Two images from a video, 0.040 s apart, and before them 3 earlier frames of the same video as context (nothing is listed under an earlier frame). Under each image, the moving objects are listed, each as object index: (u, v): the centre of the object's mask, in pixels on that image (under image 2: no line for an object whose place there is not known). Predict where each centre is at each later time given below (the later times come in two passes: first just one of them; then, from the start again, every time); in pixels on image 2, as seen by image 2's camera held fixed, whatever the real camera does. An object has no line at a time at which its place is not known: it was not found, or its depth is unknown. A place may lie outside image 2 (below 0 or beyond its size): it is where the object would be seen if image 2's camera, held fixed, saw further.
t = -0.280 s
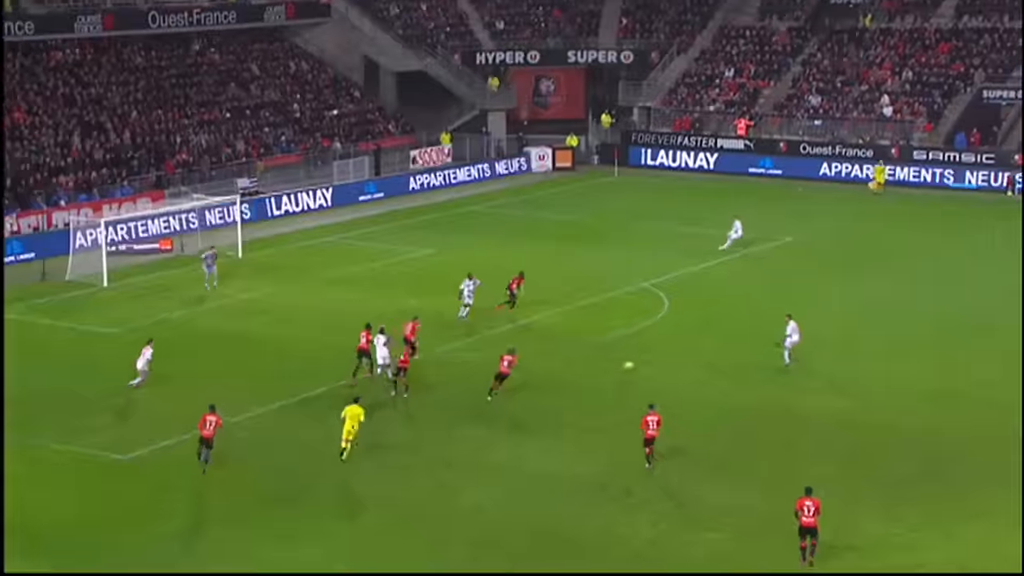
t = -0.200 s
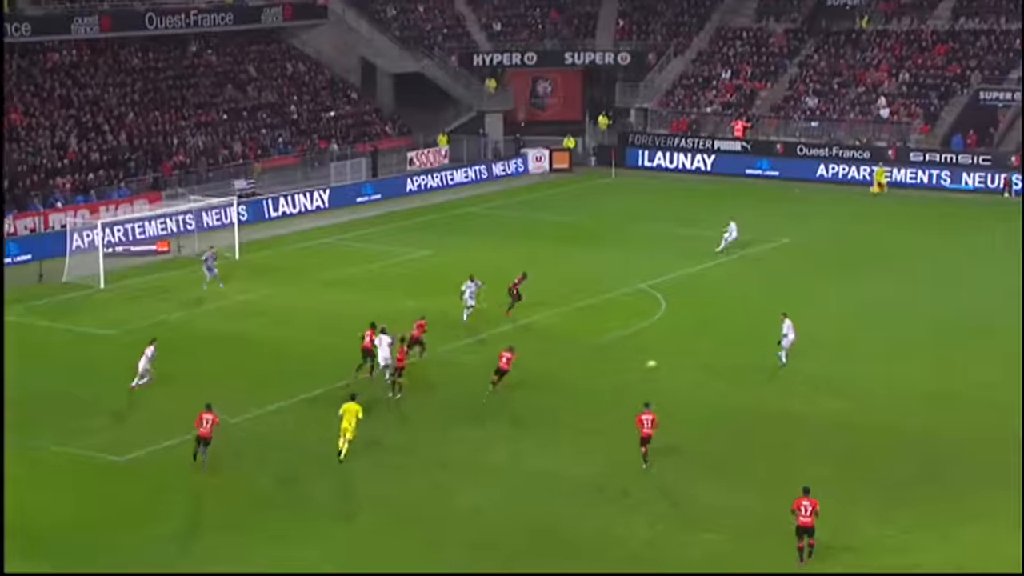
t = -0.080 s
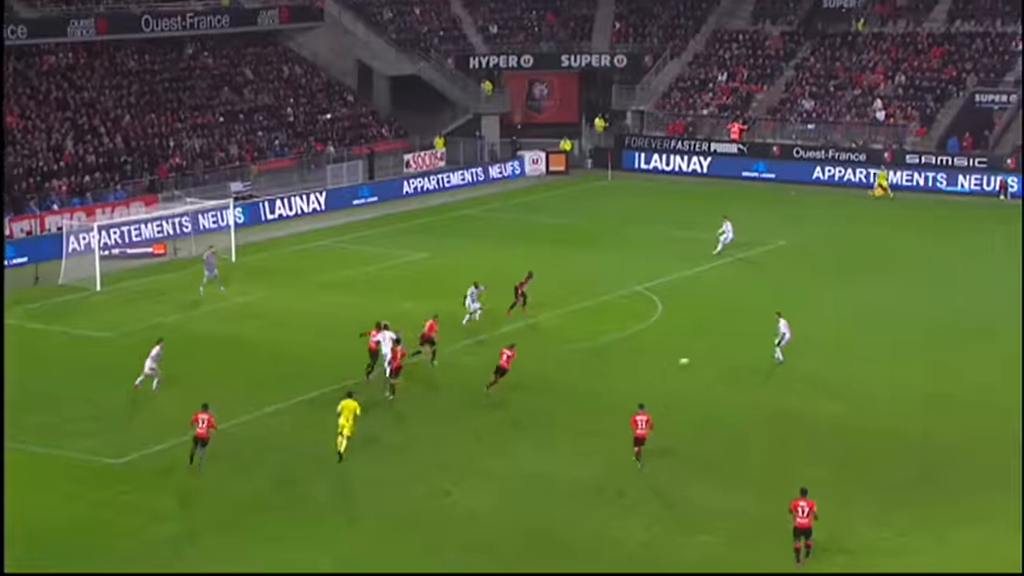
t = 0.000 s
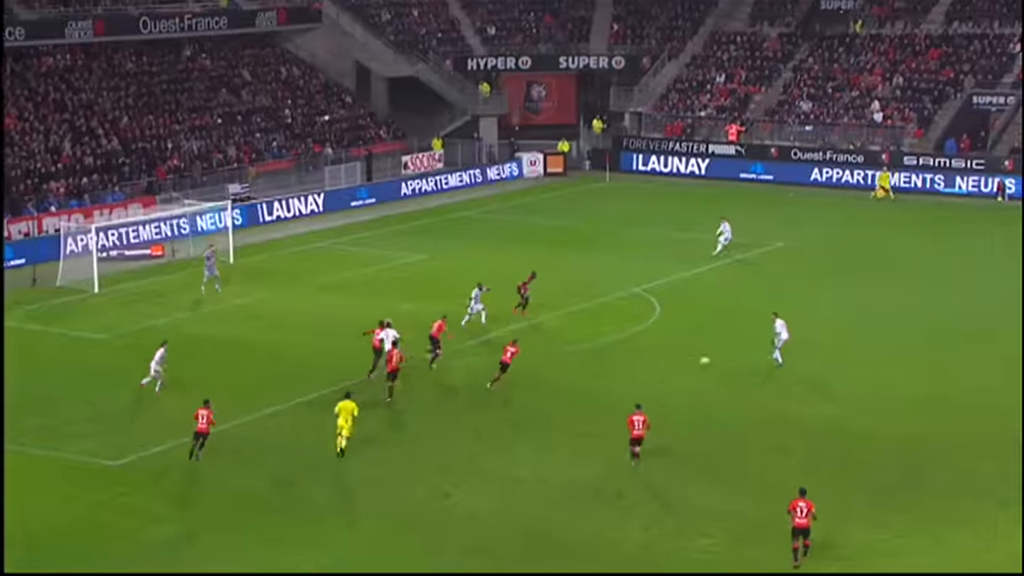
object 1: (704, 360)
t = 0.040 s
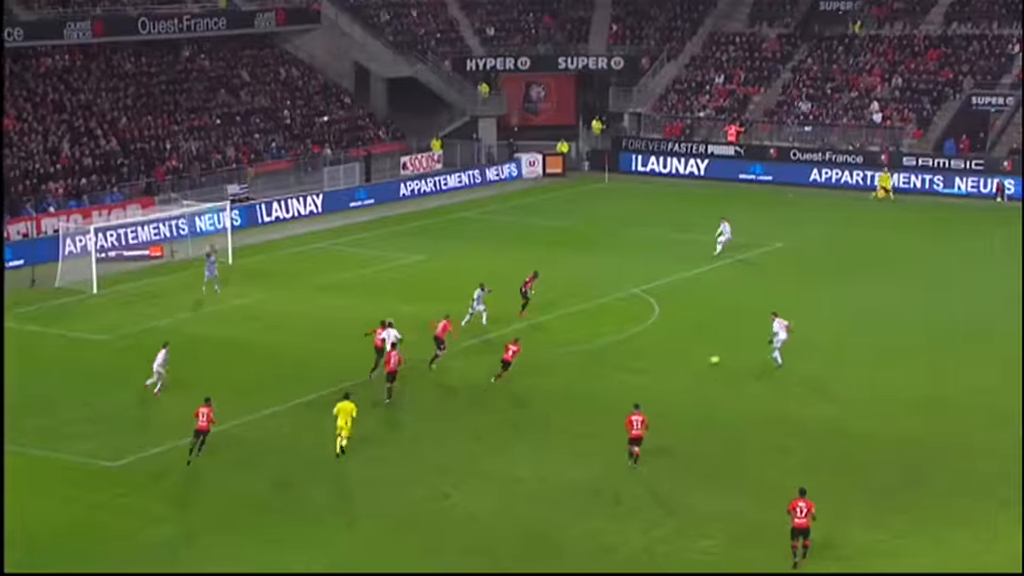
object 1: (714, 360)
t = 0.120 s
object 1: (734, 357)
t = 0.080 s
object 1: (724, 358)
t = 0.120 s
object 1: (734, 357)
